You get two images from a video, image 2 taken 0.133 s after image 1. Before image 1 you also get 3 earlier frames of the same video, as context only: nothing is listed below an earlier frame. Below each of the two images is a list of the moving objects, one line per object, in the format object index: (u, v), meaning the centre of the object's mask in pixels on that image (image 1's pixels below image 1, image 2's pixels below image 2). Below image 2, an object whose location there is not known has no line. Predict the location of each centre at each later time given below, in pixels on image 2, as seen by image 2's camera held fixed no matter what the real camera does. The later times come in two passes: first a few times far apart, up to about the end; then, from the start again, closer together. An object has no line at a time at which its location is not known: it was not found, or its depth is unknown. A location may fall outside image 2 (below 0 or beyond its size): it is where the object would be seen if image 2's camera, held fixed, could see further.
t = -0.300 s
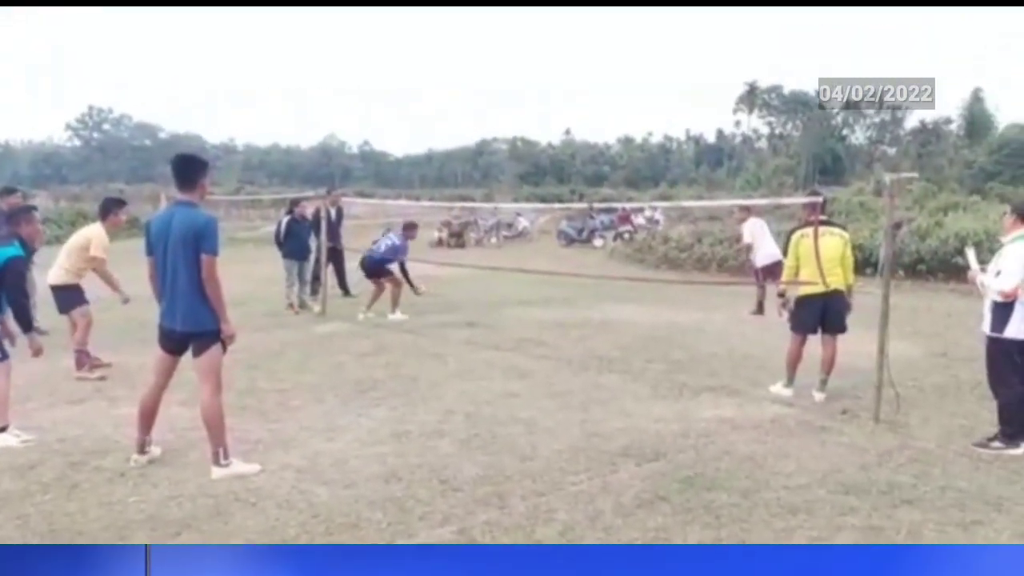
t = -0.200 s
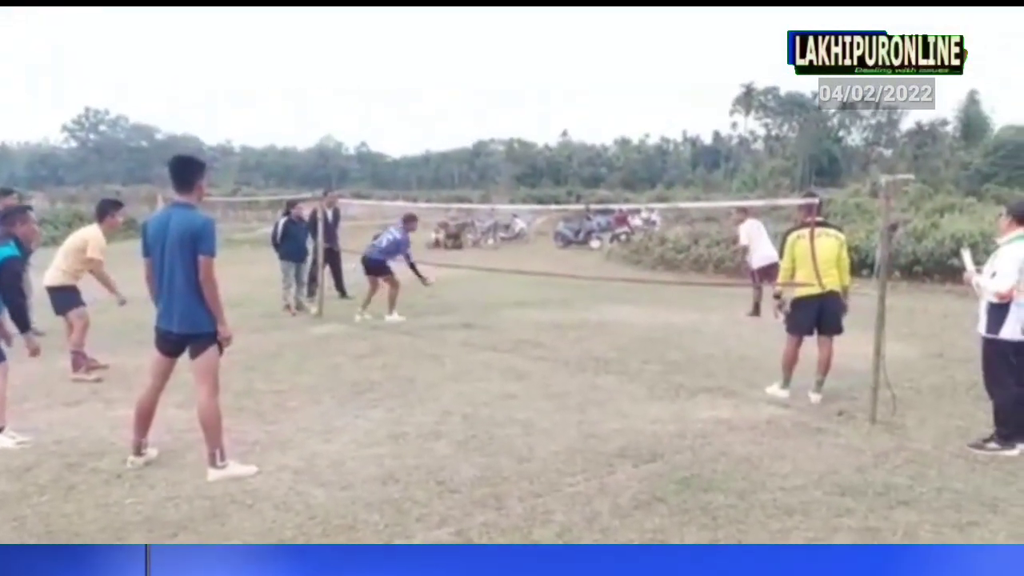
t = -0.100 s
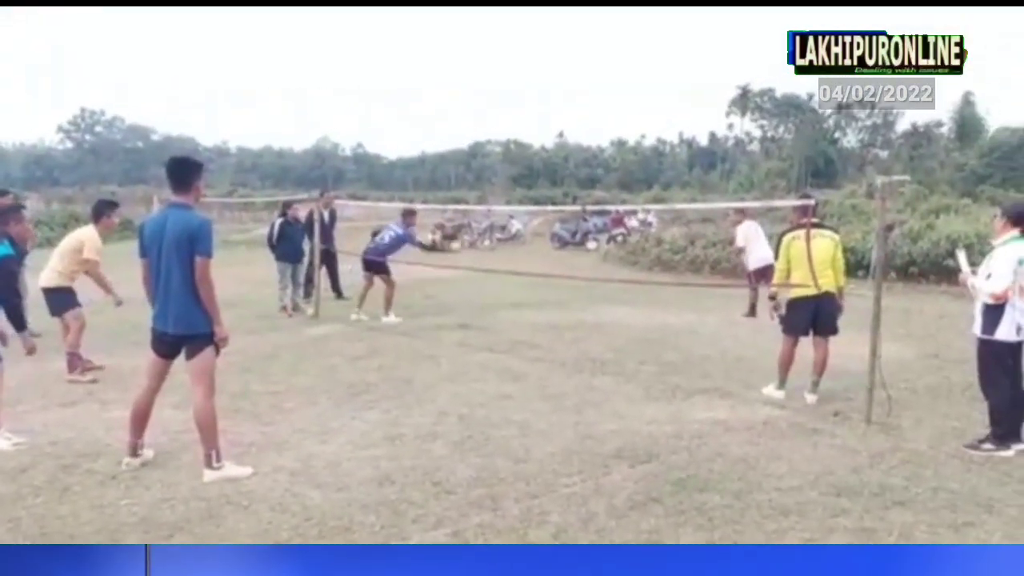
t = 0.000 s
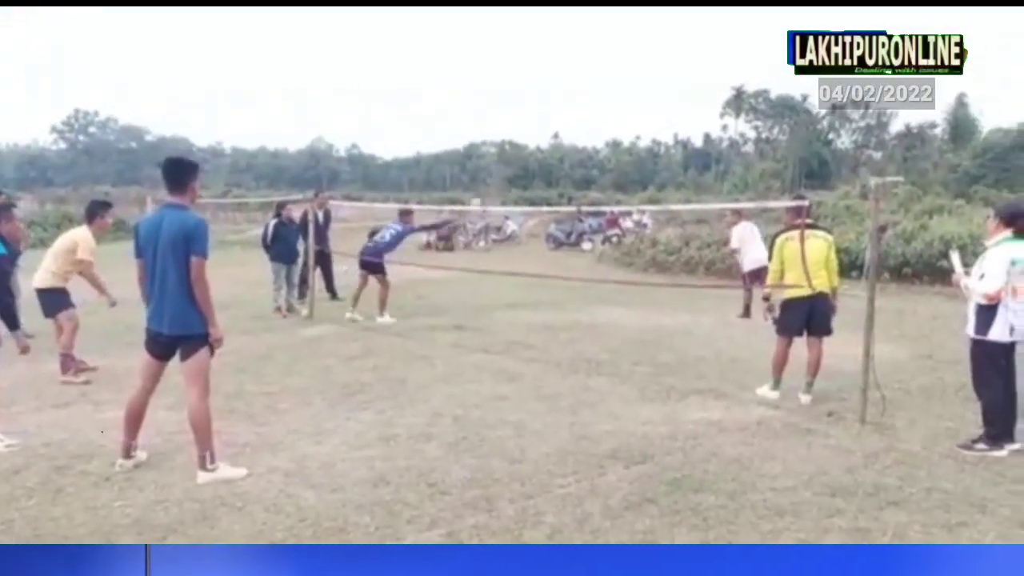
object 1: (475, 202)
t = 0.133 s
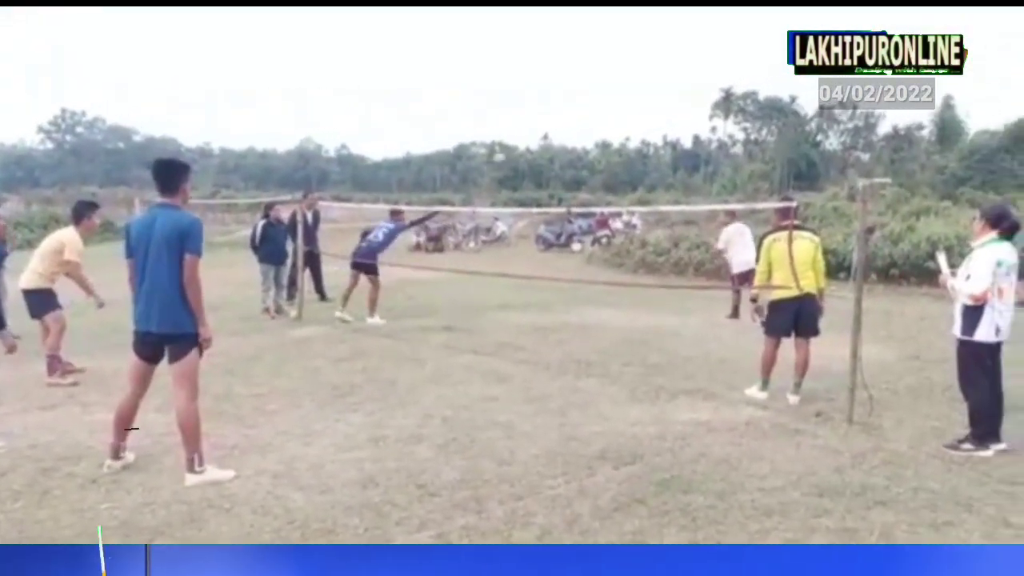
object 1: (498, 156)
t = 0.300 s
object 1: (540, 121)
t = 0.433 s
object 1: (572, 106)
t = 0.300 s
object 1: (540, 121)
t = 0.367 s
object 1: (556, 111)
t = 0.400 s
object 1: (564, 108)
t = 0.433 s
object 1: (572, 106)
